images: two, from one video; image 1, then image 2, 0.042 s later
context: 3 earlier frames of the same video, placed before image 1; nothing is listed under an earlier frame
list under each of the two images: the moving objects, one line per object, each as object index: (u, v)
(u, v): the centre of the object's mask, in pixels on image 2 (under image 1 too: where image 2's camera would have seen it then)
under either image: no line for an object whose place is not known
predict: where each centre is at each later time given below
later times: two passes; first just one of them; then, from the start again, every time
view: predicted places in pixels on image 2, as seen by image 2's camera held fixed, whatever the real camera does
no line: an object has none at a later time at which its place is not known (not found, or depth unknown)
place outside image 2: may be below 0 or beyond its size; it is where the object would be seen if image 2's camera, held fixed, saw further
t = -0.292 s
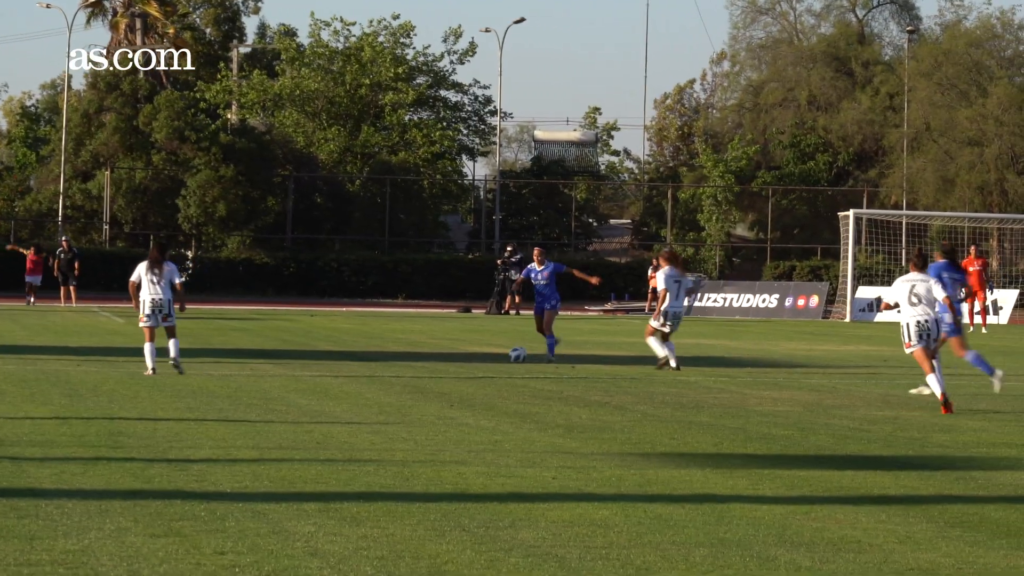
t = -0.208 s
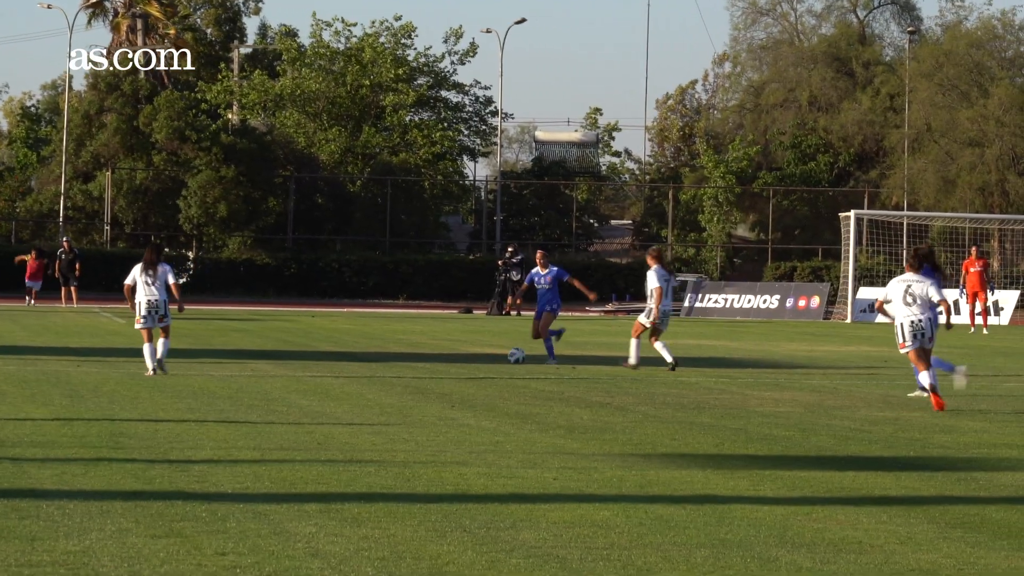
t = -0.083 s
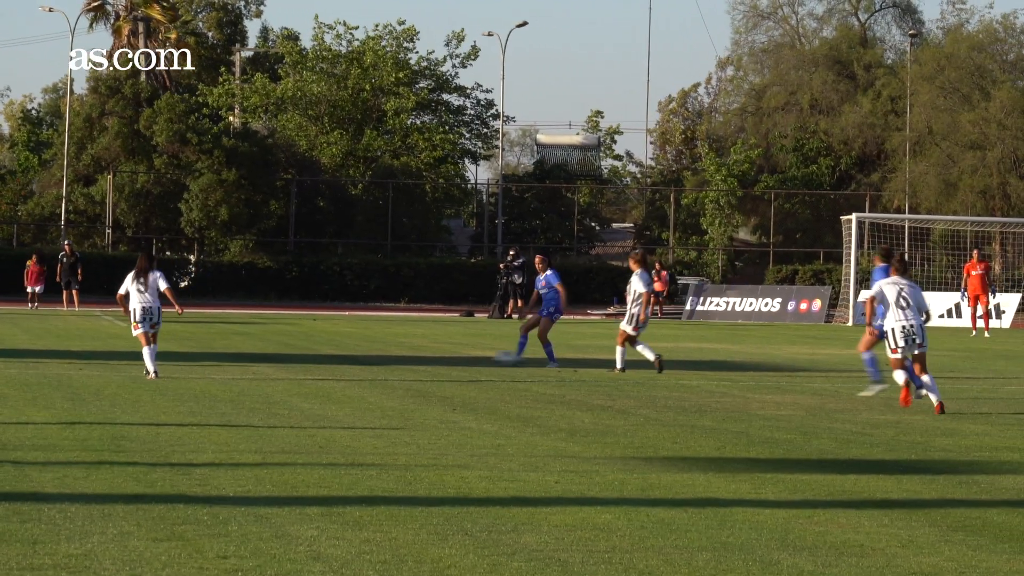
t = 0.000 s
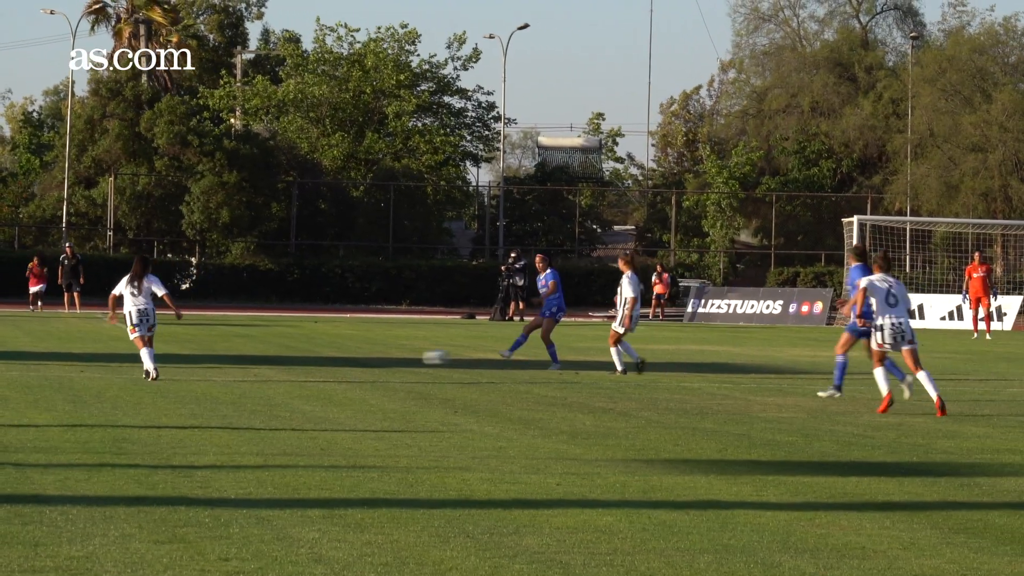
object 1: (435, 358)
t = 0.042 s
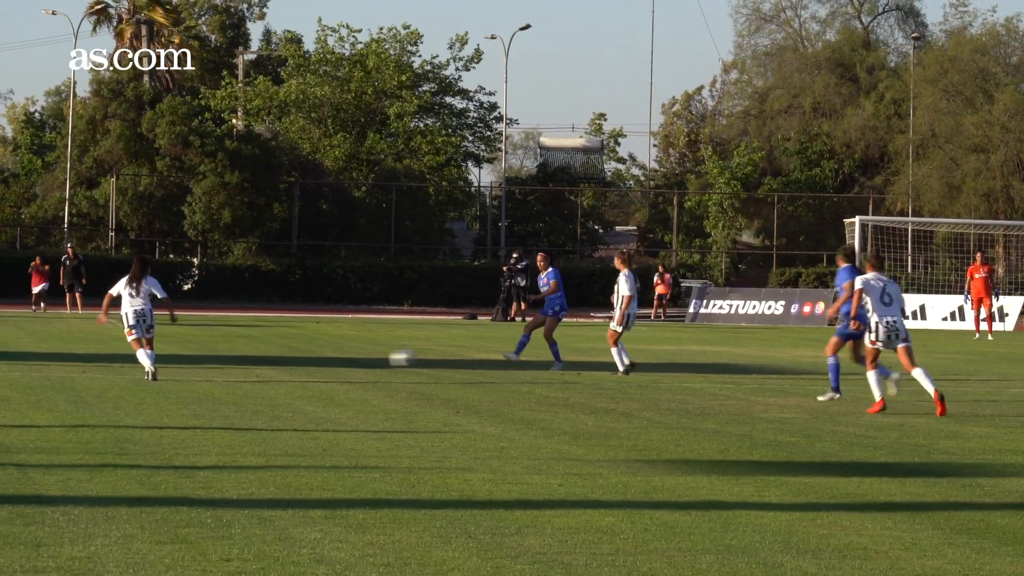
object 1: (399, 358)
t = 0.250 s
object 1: (229, 356)
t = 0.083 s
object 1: (364, 359)
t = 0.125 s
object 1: (329, 360)
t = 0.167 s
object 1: (296, 358)
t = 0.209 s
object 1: (263, 356)
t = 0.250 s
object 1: (229, 356)
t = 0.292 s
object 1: (196, 355)
